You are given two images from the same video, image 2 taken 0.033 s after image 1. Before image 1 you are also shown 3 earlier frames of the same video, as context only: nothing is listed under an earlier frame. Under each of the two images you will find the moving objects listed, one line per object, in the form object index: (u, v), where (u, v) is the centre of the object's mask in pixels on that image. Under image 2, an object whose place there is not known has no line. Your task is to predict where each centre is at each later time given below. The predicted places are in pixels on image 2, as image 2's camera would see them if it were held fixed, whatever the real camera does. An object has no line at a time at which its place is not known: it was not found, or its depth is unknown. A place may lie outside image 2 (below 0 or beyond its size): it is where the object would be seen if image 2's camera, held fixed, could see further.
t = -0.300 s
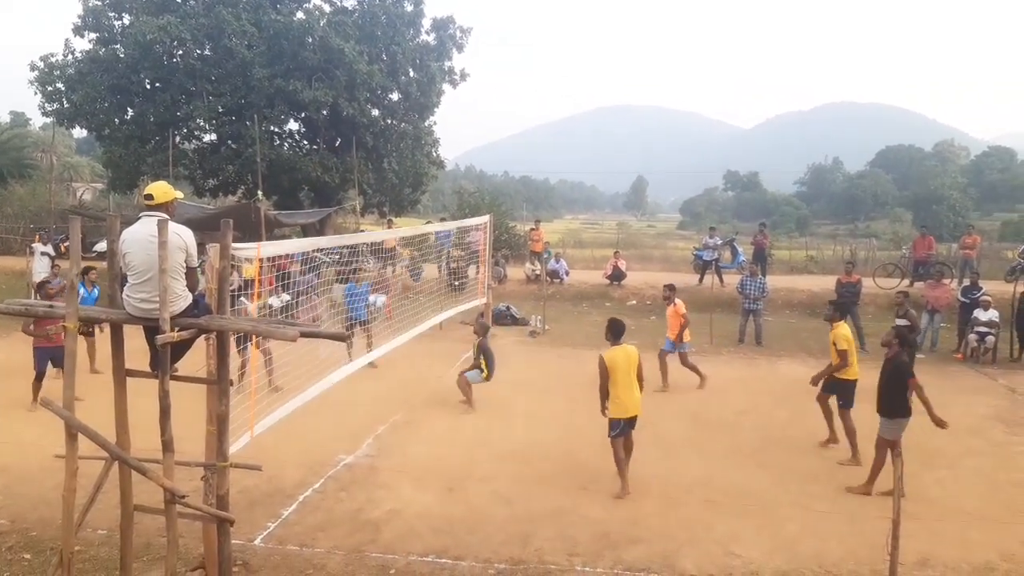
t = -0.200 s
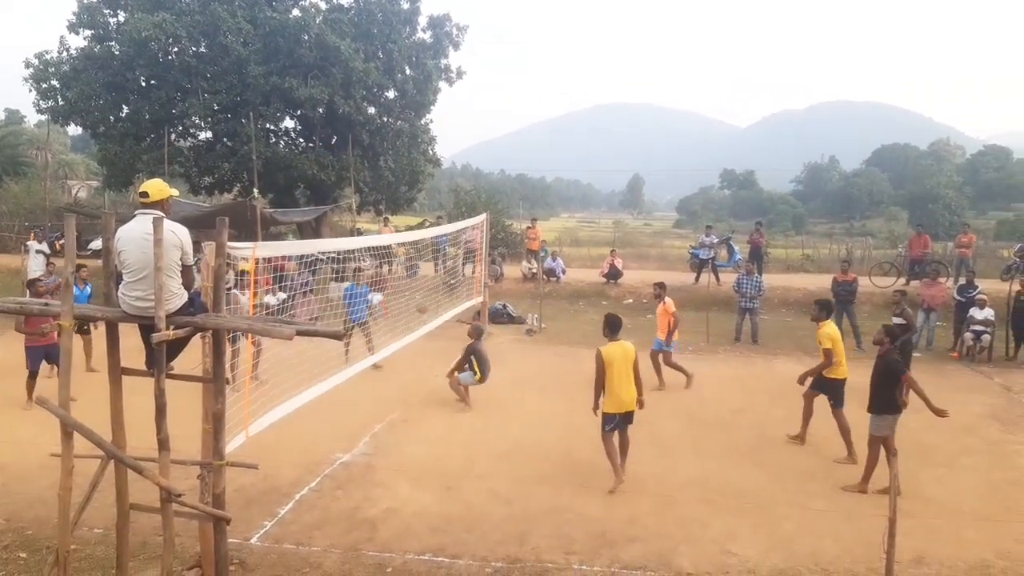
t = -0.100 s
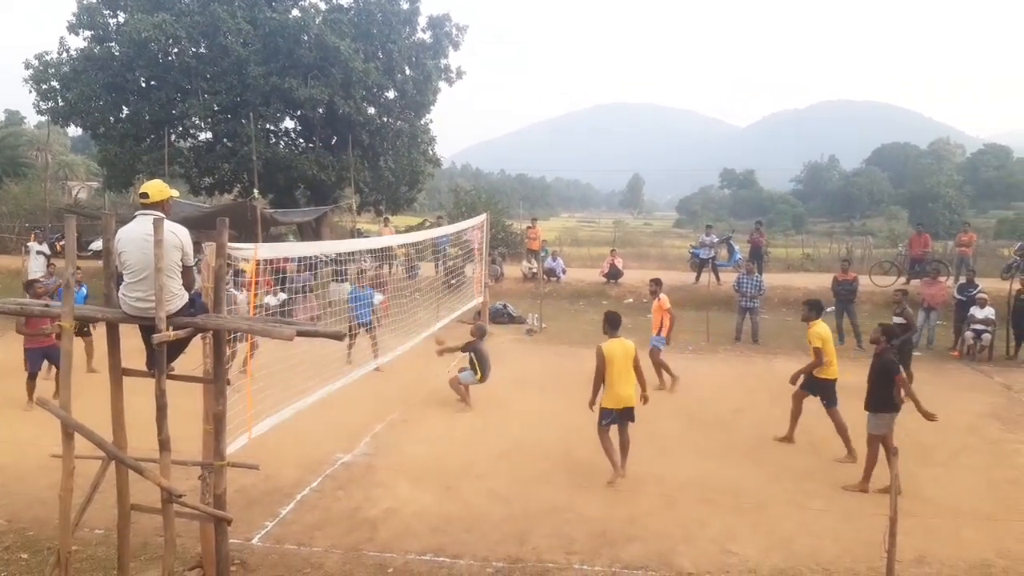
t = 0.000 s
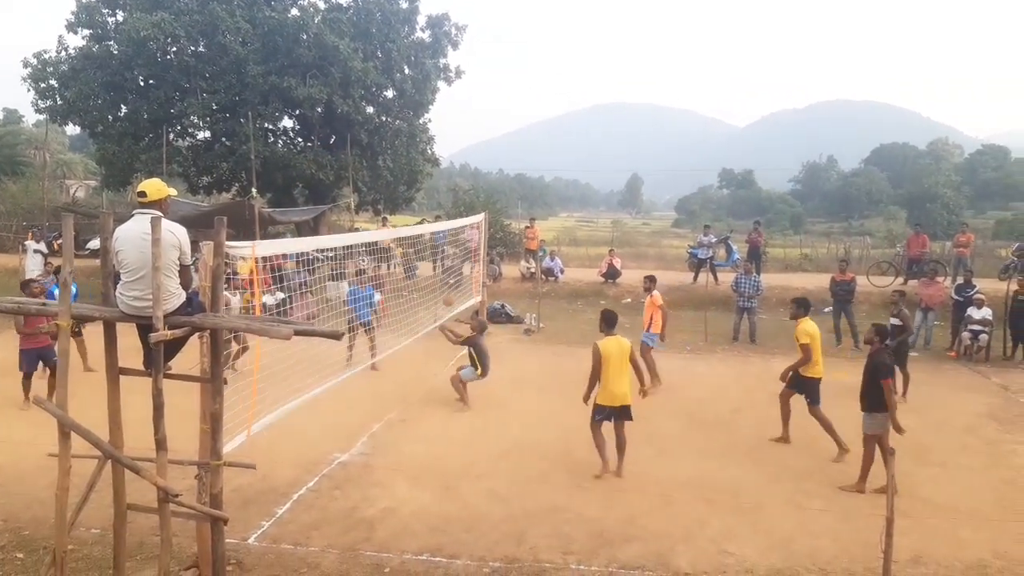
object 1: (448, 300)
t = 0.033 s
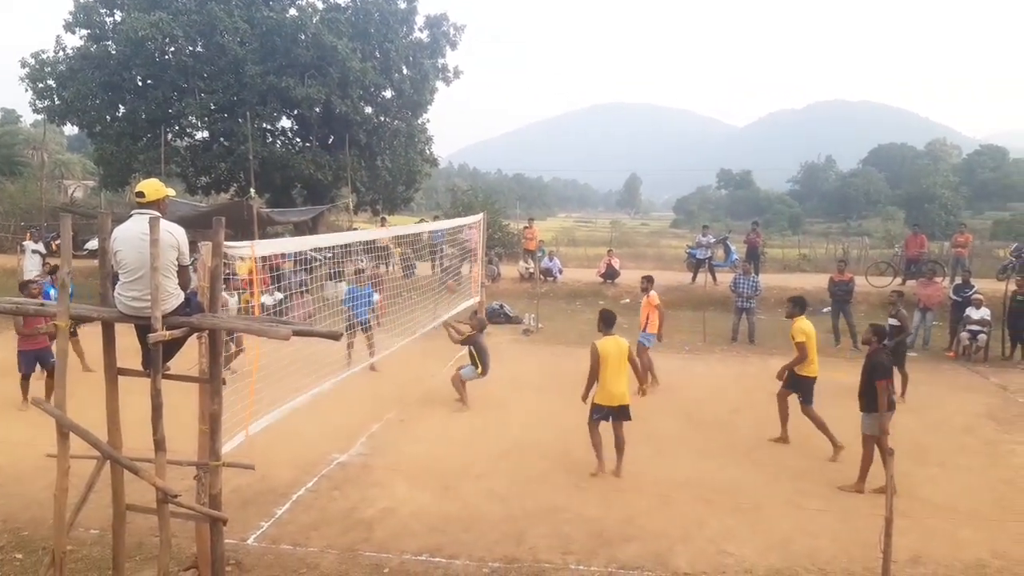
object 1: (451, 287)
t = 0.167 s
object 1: (465, 235)
